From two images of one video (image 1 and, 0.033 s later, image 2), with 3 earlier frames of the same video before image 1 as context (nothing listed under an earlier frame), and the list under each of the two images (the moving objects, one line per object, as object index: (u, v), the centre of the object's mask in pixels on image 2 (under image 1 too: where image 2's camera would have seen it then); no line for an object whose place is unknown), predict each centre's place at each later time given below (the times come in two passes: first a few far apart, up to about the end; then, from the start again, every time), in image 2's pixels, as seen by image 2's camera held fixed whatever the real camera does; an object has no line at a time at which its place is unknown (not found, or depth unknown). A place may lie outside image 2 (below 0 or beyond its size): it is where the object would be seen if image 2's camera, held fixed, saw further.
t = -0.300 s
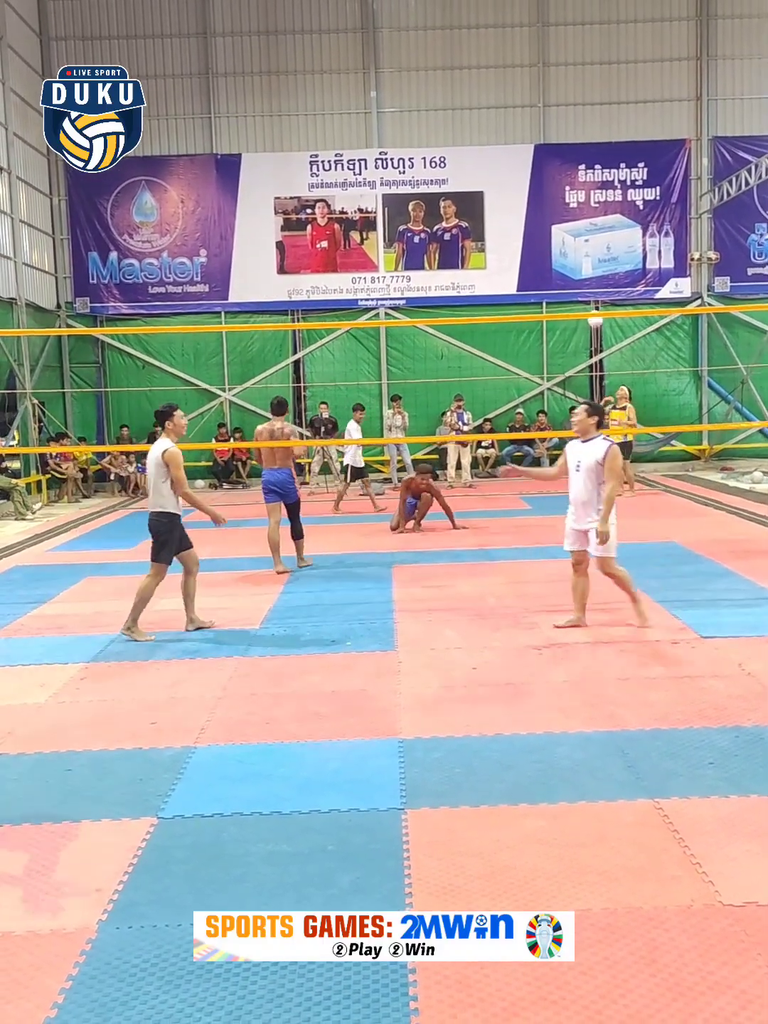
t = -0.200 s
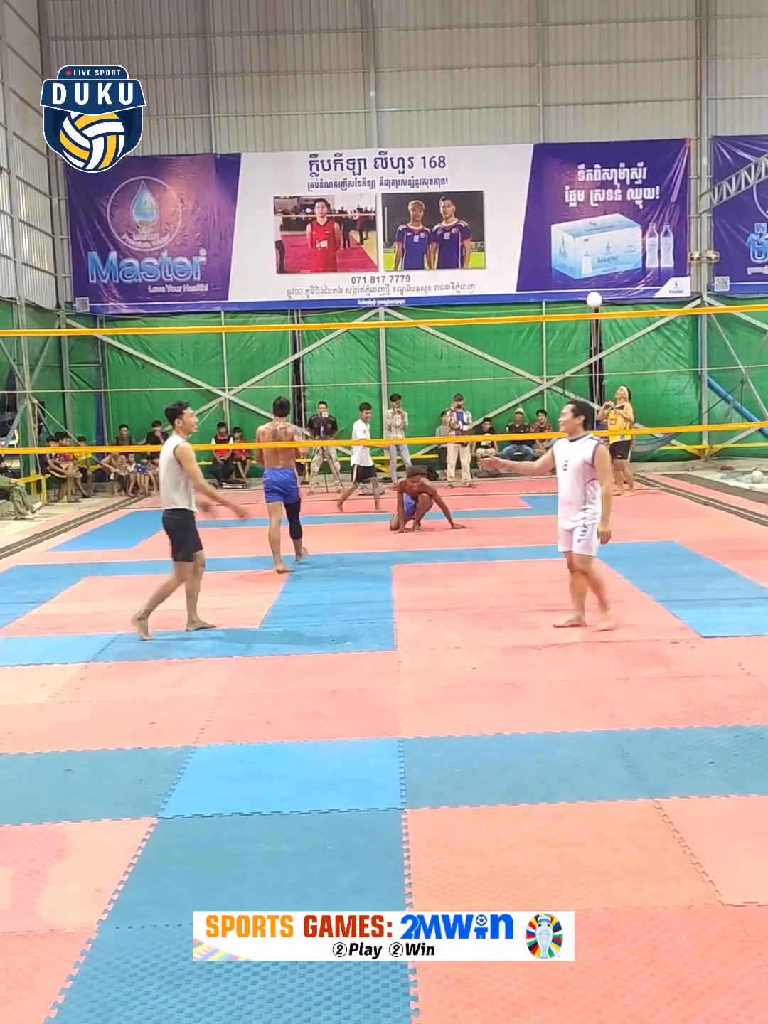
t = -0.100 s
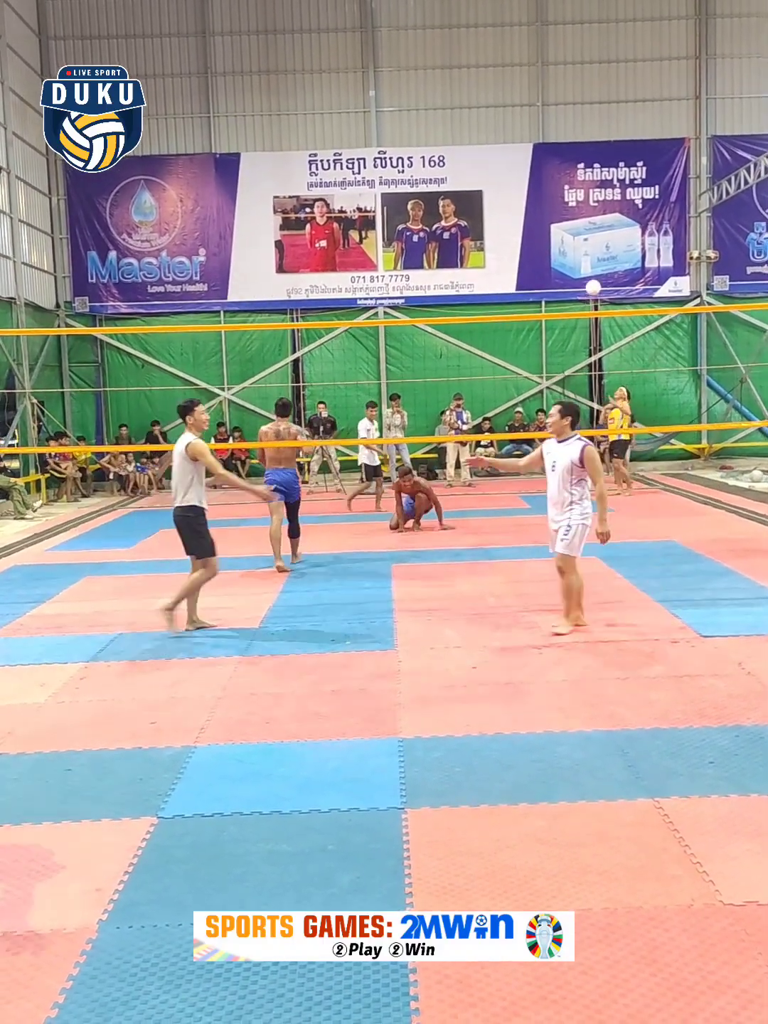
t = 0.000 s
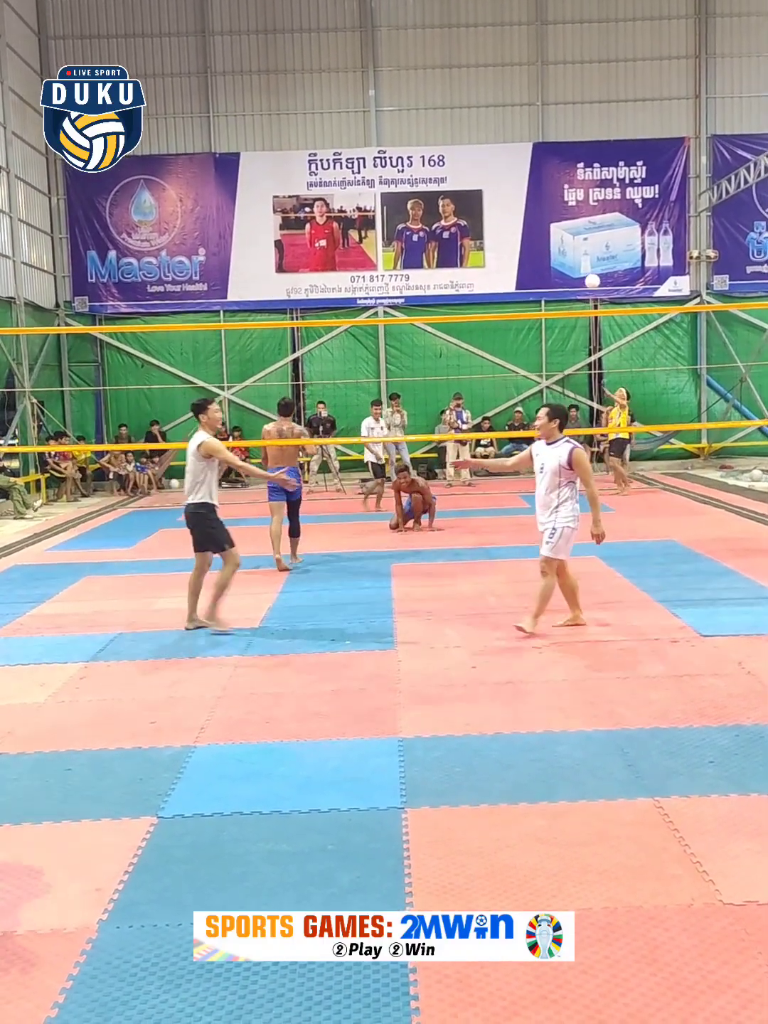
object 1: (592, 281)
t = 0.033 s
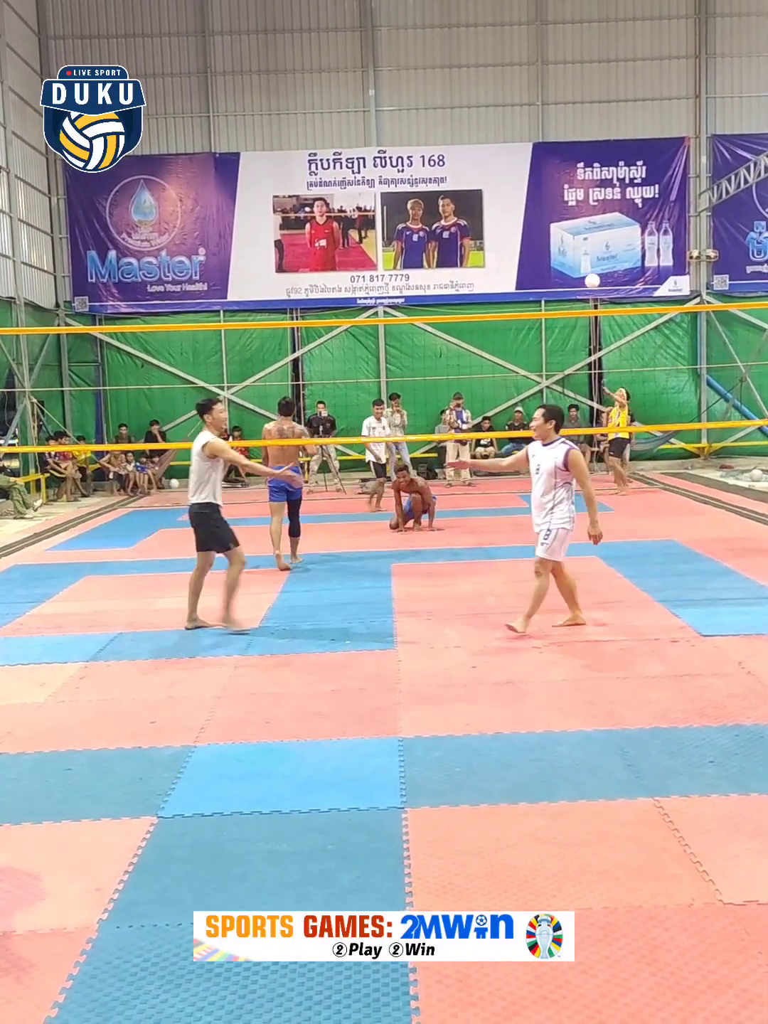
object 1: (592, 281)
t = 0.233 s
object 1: (592, 294)
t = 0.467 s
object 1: (592, 339)
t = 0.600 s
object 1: (592, 380)
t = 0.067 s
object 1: (592, 281)
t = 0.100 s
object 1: (592, 282)
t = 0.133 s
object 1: (592, 284)
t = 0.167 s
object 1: (592, 286)
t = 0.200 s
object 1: (592, 289)
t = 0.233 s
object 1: (592, 294)
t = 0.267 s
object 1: (592, 298)
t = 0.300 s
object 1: (592, 302)
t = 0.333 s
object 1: (591, 306)
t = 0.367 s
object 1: (592, 317)
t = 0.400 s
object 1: (592, 323)
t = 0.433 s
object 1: (592, 331)
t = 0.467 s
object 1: (592, 339)
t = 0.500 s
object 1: (592, 348)
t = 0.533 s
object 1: (592, 358)
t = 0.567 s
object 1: (592, 369)
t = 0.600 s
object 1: (592, 380)
